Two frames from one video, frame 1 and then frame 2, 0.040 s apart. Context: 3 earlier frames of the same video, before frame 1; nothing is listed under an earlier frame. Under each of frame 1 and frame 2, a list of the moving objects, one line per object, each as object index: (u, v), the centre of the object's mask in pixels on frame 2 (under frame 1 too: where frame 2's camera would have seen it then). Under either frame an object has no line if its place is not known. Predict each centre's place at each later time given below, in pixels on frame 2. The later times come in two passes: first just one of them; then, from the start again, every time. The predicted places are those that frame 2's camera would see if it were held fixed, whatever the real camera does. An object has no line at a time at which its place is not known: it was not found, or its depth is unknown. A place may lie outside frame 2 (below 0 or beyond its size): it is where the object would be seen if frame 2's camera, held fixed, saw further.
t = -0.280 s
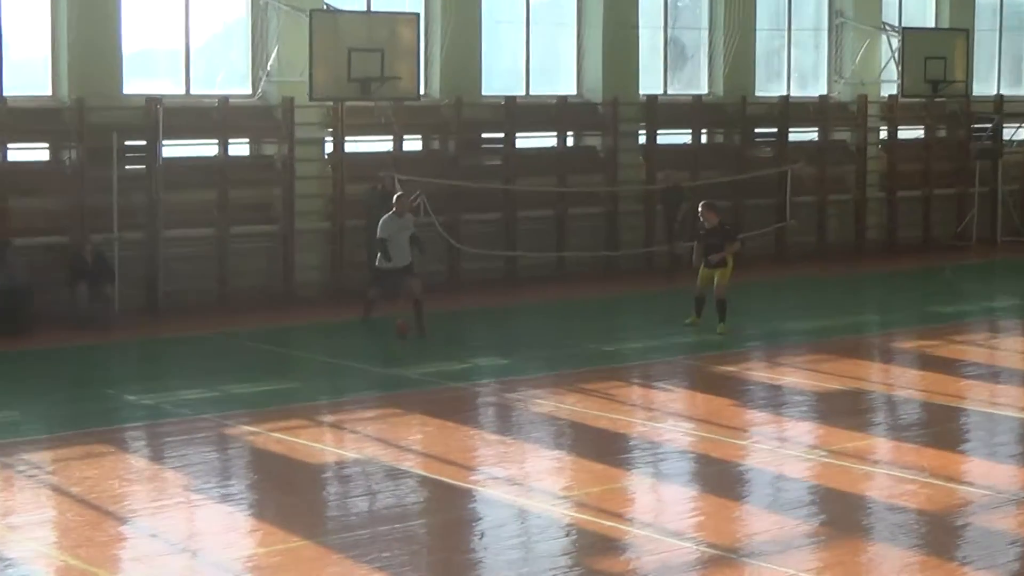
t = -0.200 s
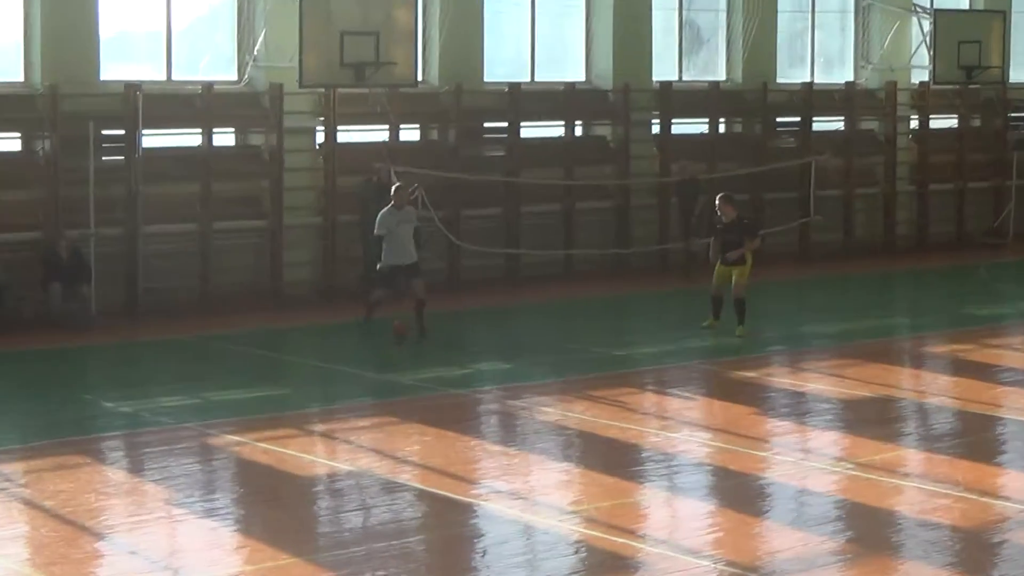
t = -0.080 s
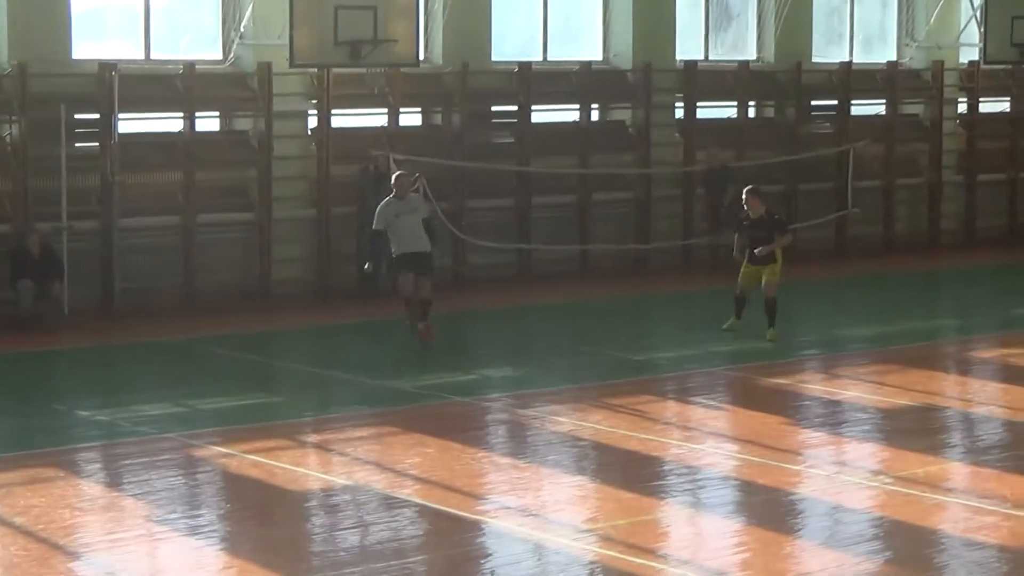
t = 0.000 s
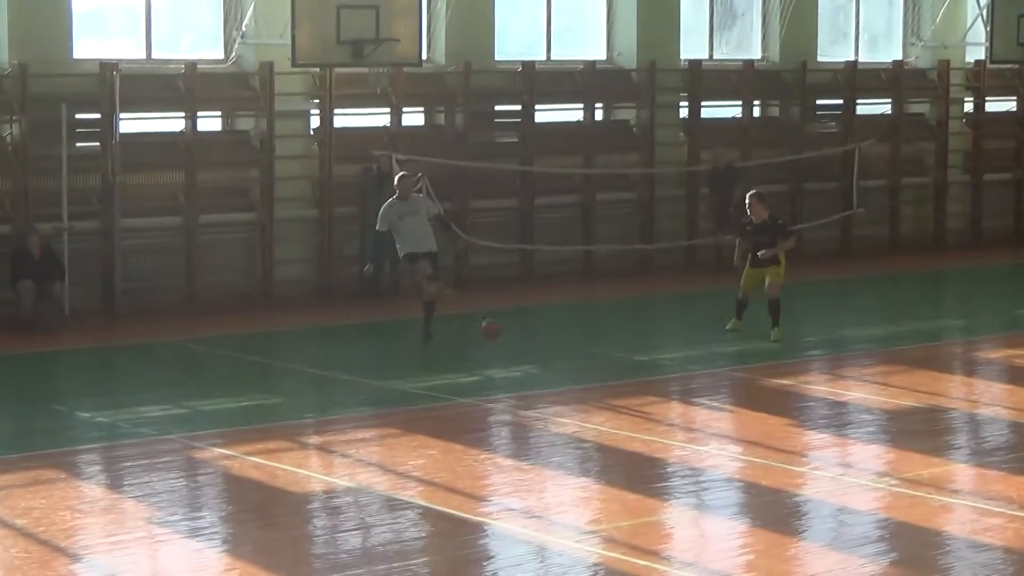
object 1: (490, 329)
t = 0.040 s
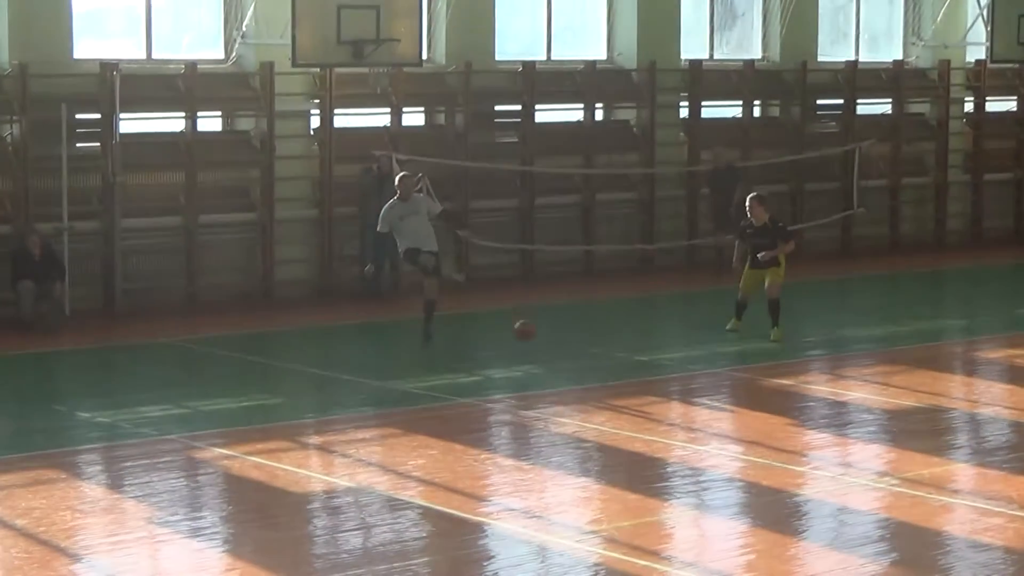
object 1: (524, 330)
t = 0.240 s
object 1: (713, 363)
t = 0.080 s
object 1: (558, 331)
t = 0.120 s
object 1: (595, 337)
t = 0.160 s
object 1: (633, 343)
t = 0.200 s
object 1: (672, 350)
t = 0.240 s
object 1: (713, 363)
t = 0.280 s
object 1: (755, 376)
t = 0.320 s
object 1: (800, 392)
